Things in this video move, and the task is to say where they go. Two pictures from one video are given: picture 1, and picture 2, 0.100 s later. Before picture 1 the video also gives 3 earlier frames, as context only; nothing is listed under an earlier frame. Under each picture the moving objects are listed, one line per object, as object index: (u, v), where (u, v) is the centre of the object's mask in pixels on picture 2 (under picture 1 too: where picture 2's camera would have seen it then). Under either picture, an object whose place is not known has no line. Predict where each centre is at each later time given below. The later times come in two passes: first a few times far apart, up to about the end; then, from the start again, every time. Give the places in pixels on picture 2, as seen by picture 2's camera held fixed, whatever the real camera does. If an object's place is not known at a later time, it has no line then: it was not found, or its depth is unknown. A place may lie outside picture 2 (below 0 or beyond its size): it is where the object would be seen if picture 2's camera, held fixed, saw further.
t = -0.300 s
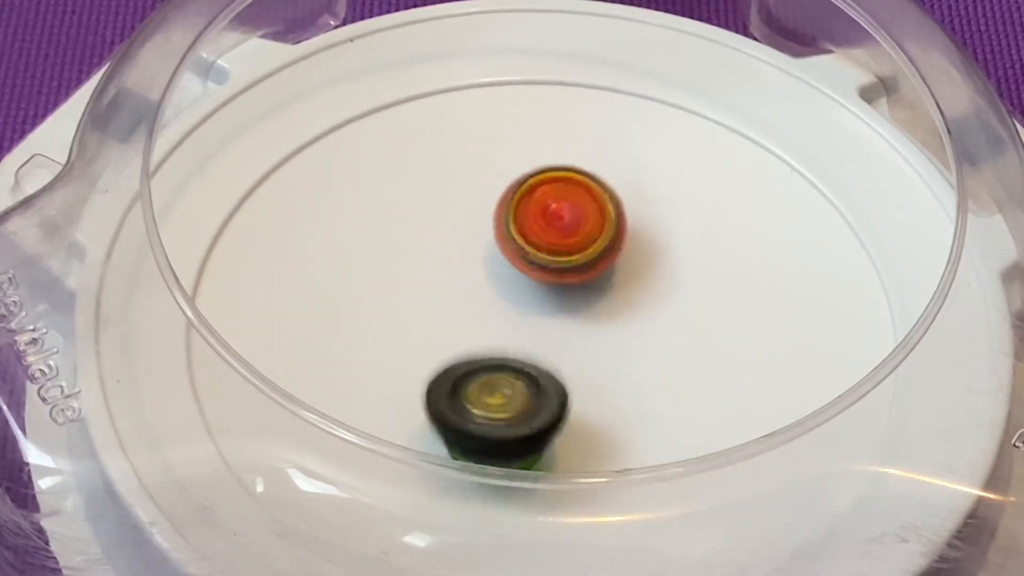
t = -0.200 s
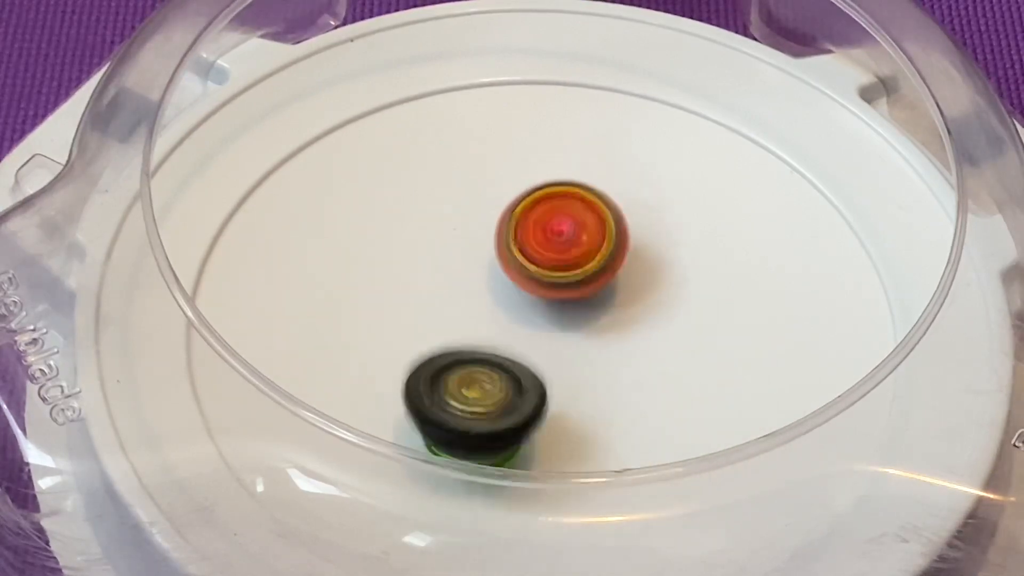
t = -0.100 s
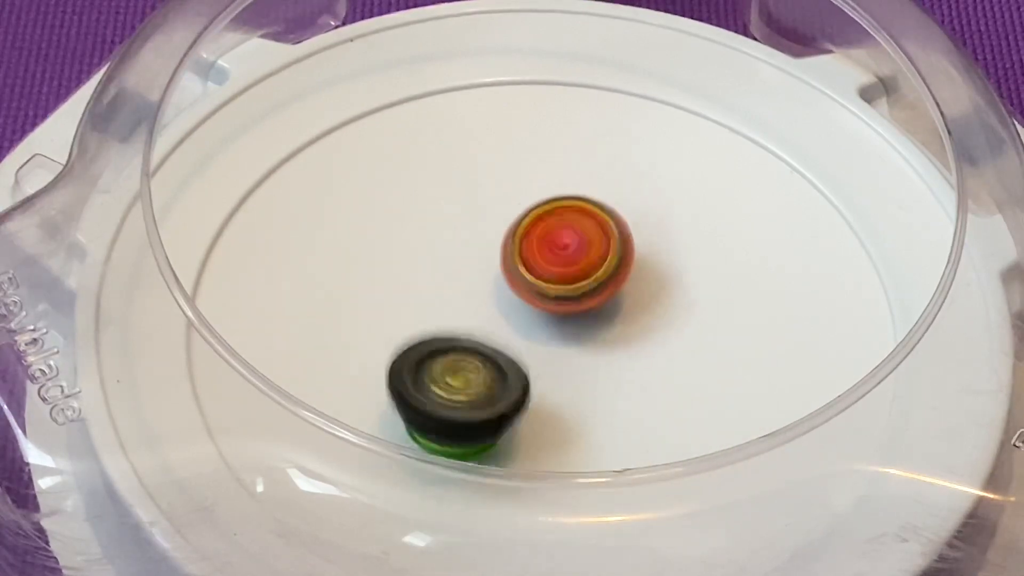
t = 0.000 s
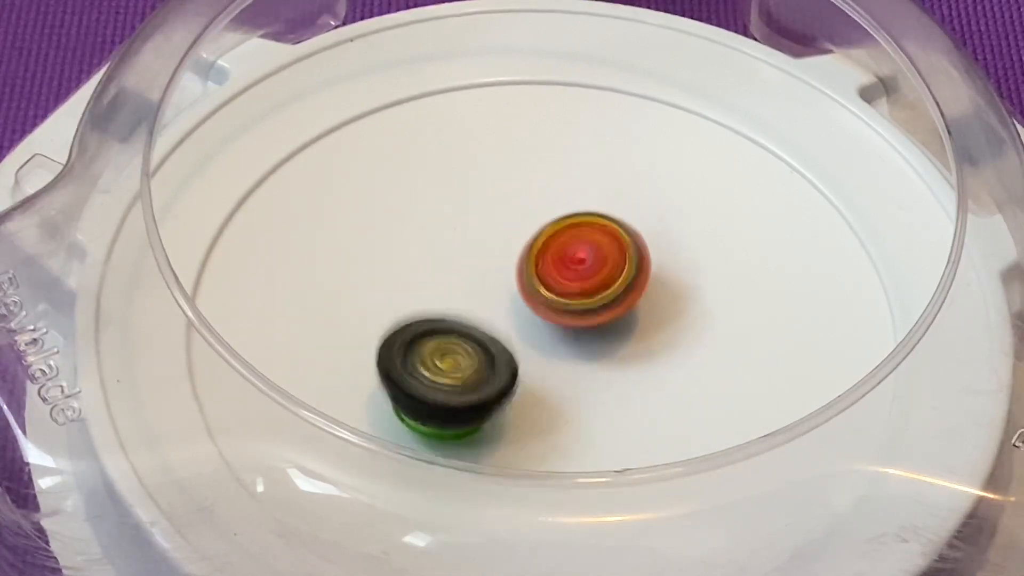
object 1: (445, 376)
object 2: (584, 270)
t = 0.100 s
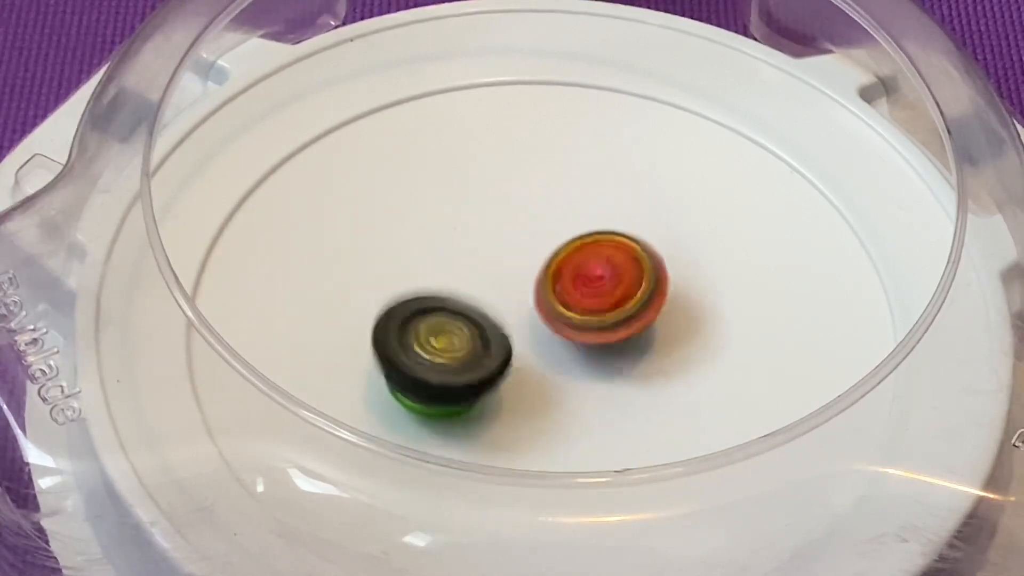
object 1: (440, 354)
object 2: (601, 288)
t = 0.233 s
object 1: (445, 324)
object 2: (616, 311)
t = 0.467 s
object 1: (474, 275)
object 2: (620, 344)
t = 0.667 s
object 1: (513, 248)
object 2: (599, 362)
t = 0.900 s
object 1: (572, 239)
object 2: (550, 371)
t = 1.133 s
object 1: (618, 258)
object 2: (505, 359)
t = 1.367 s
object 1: (641, 299)
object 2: (484, 336)
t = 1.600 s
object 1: (628, 347)
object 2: (491, 308)
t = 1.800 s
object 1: (603, 382)
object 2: (514, 281)
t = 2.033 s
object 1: (541, 393)
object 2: (547, 277)
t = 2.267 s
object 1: (481, 373)
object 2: (578, 294)
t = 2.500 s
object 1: (449, 326)
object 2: (600, 322)
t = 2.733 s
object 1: (445, 284)
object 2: (591, 345)
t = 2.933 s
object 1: (477, 259)
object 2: (564, 357)
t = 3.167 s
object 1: (537, 237)
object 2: (521, 368)
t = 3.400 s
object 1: (595, 229)
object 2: (496, 351)
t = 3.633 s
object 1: (639, 259)
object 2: (490, 316)
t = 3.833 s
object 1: (650, 302)
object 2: (502, 288)
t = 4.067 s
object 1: (631, 362)
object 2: (529, 268)
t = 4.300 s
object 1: (574, 398)
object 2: (559, 267)
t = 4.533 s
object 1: (500, 399)
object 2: (585, 296)
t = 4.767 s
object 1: (443, 365)
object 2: (586, 336)
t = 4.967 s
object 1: (431, 318)
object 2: (573, 365)
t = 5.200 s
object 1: (457, 262)
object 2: (536, 375)
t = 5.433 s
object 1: (523, 235)
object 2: (499, 357)
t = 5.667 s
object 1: (597, 245)
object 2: (482, 324)
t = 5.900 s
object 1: (649, 287)
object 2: (495, 291)
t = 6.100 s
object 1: (657, 336)
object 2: (525, 275)
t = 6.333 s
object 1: (616, 385)
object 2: (569, 278)
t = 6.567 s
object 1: (537, 397)
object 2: (603, 302)
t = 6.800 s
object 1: (462, 370)
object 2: (607, 335)
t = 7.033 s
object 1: (436, 315)
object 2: (576, 360)
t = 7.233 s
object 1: (457, 265)
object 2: (533, 365)
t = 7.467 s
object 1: (513, 234)
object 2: (491, 349)
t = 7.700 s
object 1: (587, 247)
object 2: (475, 316)
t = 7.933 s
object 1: (640, 289)
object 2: (495, 284)
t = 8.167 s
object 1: (647, 349)
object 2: (541, 275)
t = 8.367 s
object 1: (609, 390)
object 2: (582, 282)
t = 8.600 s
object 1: (535, 414)
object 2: (622, 300)
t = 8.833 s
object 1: (457, 387)
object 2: (618, 332)
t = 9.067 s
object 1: (432, 326)
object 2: (574, 352)
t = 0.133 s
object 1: (440, 346)
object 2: (606, 294)
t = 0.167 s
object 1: (441, 339)
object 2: (611, 299)
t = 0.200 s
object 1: (442, 331)
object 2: (614, 305)
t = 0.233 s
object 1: (445, 324)
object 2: (616, 311)
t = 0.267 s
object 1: (449, 316)
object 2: (619, 316)
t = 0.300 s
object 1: (451, 308)
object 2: (621, 321)
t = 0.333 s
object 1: (454, 301)
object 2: (622, 326)
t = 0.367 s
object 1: (459, 294)
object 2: (622, 331)
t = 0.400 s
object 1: (463, 287)
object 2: (622, 335)
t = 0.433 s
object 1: (468, 281)
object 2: (622, 340)
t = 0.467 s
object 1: (474, 275)
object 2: (620, 344)
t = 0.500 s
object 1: (480, 270)
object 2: (619, 347)
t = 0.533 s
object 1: (486, 264)
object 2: (616, 351)
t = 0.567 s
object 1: (492, 259)
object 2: (612, 354)
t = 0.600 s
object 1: (499, 255)
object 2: (609, 357)
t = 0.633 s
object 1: (506, 251)
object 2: (605, 360)
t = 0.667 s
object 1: (513, 248)
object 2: (599, 362)
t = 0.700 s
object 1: (522, 245)
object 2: (593, 364)
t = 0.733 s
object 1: (529, 242)
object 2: (588, 367)
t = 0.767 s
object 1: (538, 241)
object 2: (580, 368)
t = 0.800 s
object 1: (547, 239)
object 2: (573, 370)
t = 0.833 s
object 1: (554, 239)
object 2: (565, 371)
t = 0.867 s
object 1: (563, 238)
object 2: (557, 372)
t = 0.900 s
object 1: (572, 239)
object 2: (550, 371)
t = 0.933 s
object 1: (578, 240)
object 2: (542, 370)
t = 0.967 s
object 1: (586, 242)
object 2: (536, 369)
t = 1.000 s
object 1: (593, 244)
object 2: (529, 367)
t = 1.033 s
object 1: (600, 247)
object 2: (523, 364)
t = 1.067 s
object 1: (606, 250)
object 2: (516, 362)
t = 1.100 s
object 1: (612, 254)
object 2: (510, 361)
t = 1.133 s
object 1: (618, 258)
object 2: (505, 359)
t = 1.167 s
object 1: (622, 262)
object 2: (499, 356)
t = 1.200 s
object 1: (627, 268)
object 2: (494, 353)
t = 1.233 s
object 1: (632, 273)
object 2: (491, 350)
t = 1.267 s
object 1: (635, 279)
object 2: (488, 347)
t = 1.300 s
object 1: (638, 285)
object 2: (486, 343)
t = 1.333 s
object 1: (639, 292)
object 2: (484, 339)
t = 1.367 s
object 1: (641, 299)
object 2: (484, 336)
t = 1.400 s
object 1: (640, 307)
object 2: (483, 332)
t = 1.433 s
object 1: (640, 314)
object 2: (483, 327)
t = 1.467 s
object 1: (639, 320)
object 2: (483, 323)
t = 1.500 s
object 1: (637, 328)
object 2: (485, 320)
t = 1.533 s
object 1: (634, 335)
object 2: (486, 316)
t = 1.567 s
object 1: (631, 341)
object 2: (488, 312)
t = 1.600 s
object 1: (628, 347)
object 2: (491, 308)
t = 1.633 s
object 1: (623, 353)
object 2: (495, 304)
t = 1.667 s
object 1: (620, 359)
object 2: (499, 302)
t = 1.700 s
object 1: (614, 365)
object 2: (502, 299)
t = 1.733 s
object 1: (612, 371)
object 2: (505, 293)
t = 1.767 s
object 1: (607, 377)
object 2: (510, 286)
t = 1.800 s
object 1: (603, 382)
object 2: (514, 281)
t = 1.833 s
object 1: (596, 384)
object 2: (518, 278)
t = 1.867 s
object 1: (589, 388)
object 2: (523, 275)
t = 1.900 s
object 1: (580, 391)
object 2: (528, 273)
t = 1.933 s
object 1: (570, 393)
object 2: (534, 274)
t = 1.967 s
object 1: (561, 394)
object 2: (539, 275)
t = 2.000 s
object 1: (551, 395)
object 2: (543, 276)
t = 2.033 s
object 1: (541, 393)
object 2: (547, 277)
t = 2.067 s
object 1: (531, 394)
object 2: (551, 278)
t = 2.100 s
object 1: (523, 393)
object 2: (556, 280)
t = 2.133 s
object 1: (513, 390)
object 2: (560, 283)
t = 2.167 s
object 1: (504, 387)
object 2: (564, 285)
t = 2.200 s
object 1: (495, 383)
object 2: (568, 288)
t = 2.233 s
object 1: (487, 379)
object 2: (573, 291)
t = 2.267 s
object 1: (481, 373)
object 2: (578, 294)
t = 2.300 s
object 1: (473, 367)
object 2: (582, 299)
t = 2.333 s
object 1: (468, 360)
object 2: (586, 303)
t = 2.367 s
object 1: (464, 353)
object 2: (589, 307)
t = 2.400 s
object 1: (460, 347)
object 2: (592, 310)
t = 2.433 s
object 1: (456, 340)
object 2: (596, 313)
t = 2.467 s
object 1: (452, 333)
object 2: (598, 318)
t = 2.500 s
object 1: (449, 326)
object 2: (600, 322)
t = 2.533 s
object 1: (447, 321)
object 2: (600, 325)
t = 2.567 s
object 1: (444, 314)
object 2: (600, 329)
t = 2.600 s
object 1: (442, 308)
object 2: (600, 333)
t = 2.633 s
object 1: (442, 302)
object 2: (599, 336)
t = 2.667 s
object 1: (443, 296)
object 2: (597, 339)
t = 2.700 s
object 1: (444, 290)
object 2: (594, 342)
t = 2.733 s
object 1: (445, 284)
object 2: (591, 345)
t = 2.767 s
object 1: (448, 279)
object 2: (587, 348)
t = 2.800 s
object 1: (453, 274)
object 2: (584, 350)
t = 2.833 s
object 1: (459, 270)
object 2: (580, 351)
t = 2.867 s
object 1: (464, 266)
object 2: (575, 353)
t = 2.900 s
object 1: (471, 262)
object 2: (570, 355)
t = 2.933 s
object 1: (477, 259)
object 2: (564, 357)
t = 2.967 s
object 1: (486, 256)
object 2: (558, 357)
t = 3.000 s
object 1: (494, 255)
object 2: (552, 358)
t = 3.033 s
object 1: (502, 253)
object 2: (546, 359)
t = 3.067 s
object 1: (510, 252)
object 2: (539, 359)
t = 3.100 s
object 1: (520, 247)
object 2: (534, 361)
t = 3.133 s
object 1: (530, 241)
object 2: (527, 366)
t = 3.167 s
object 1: (537, 237)
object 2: (521, 368)
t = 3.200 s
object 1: (544, 233)
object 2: (515, 368)
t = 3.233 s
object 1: (553, 231)
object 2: (511, 368)
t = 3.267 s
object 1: (562, 229)
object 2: (507, 366)
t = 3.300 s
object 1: (571, 227)
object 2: (504, 364)
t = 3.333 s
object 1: (579, 228)
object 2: (501, 360)
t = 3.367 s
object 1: (587, 228)
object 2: (498, 356)
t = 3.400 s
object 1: (595, 229)
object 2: (496, 351)
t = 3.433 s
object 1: (604, 231)
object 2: (494, 347)
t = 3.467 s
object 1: (612, 233)
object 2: (492, 341)
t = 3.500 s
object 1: (619, 238)
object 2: (491, 336)
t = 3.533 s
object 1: (624, 242)
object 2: (490, 331)
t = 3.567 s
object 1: (630, 247)
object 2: (490, 326)
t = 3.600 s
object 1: (635, 253)
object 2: (490, 321)
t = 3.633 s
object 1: (639, 259)
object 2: (490, 316)
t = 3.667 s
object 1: (643, 266)
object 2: (490, 311)
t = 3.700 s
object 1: (646, 273)
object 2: (491, 306)
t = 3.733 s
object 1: (648, 280)
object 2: (493, 301)
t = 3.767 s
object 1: (650, 287)
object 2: (495, 296)
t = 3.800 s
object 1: (650, 295)
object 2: (498, 292)
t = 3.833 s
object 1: (650, 302)
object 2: (502, 288)
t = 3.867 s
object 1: (648, 311)
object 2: (506, 285)
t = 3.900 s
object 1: (645, 319)
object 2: (511, 283)
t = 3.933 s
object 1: (643, 327)
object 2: (515, 281)
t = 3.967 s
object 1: (639, 335)
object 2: (520, 279)
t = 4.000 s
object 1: (636, 343)
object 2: (524, 277)
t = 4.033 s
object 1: (634, 353)
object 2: (526, 272)
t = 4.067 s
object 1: (631, 362)
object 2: (529, 268)
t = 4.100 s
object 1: (626, 369)
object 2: (532, 266)
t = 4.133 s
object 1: (619, 375)
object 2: (537, 264)
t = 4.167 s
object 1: (612, 381)
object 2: (541, 264)
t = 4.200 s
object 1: (604, 387)
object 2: (545, 263)
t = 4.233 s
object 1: (594, 392)
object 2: (550, 264)
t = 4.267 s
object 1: (584, 395)
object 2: (554, 265)
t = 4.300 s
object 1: (574, 398)
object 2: (559, 267)
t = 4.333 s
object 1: (564, 401)
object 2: (563, 269)
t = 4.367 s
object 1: (553, 403)
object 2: (568, 273)
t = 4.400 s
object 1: (543, 403)
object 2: (572, 276)
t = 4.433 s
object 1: (533, 403)
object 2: (576, 280)
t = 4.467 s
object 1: (523, 403)
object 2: (580, 285)
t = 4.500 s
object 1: (511, 402)
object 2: (583, 290)
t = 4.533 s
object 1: (500, 399)
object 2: (585, 296)
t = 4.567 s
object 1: (489, 397)
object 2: (587, 301)
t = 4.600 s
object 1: (479, 392)
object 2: (589, 307)
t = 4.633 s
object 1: (471, 388)
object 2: (590, 313)
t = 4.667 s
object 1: (463, 383)
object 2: (590, 319)
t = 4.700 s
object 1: (455, 377)
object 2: (590, 324)
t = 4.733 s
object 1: (449, 372)
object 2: (588, 330)
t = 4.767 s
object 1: (443, 365)
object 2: (586, 336)
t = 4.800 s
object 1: (439, 358)
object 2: (584, 341)
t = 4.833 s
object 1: (437, 351)
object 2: (582, 346)
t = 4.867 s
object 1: (435, 344)
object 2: (579, 350)
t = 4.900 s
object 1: (435, 336)
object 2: (576, 355)
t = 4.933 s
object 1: (434, 327)
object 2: (575, 359)
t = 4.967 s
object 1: (431, 318)
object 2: (573, 365)
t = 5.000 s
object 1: (430, 310)
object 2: (569, 369)
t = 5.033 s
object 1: (431, 301)
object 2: (564, 372)
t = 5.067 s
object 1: (434, 292)
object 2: (559, 374)
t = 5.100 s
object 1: (438, 284)
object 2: (553, 375)
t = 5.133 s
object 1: (443, 276)
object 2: (548, 376)
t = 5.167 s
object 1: (450, 269)
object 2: (541, 376)
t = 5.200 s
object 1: (457, 262)
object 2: (536, 375)
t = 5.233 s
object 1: (464, 256)
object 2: (529, 374)
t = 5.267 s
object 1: (473, 250)
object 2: (523, 372)
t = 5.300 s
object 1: (482, 246)
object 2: (518, 370)
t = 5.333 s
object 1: (491, 242)
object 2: (512, 367)
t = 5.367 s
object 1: (501, 238)
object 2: (507, 364)
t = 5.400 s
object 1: (512, 236)
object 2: (503, 361)
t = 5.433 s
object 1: (523, 235)
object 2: (499, 357)
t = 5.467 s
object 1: (534, 235)
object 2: (495, 353)
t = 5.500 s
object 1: (544, 236)
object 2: (492, 348)
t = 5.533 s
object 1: (555, 237)
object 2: (489, 344)
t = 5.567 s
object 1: (565, 238)
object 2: (486, 339)
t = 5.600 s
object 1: (576, 240)
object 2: (485, 334)
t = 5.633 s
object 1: (587, 243)
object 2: (483, 329)
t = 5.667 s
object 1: (597, 245)
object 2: (482, 324)
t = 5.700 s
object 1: (607, 250)
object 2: (482, 319)
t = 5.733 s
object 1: (616, 255)
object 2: (483, 313)
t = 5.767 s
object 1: (624, 261)
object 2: (484, 309)
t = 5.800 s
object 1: (632, 267)
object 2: (486, 304)
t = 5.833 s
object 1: (638, 274)
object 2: (488, 299)
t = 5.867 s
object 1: (644, 280)
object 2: (491, 295)
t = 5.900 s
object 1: (649, 287)
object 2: (495, 291)
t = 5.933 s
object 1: (654, 295)
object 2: (499, 287)
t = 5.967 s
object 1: (657, 302)
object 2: (503, 284)
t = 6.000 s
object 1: (659, 310)
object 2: (508, 281)
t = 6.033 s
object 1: (660, 319)
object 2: (513, 278)
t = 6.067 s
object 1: (660, 328)
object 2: (519, 276)
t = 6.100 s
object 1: (657, 336)
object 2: (525, 275)
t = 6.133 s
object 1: (654, 345)
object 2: (531, 274)
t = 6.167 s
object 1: (650, 353)
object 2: (538, 274)
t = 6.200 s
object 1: (645, 360)
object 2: (544, 274)
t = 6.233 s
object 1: (639, 367)
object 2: (550, 274)
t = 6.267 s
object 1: (633, 374)
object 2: (557, 275)
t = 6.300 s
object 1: (625, 381)
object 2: (563, 277)
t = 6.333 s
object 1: (616, 385)
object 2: (569, 278)
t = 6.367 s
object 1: (606, 388)
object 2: (574, 280)
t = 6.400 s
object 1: (596, 391)
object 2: (580, 283)
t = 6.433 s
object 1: (584, 395)
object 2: (586, 286)
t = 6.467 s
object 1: (573, 397)
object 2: (591, 289)
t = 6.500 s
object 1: (561, 398)
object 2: (596, 293)
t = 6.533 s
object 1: (549, 398)
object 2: (600, 297)
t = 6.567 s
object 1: (537, 397)
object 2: (603, 302)
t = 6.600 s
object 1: (524, 396)
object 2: (606, 306)
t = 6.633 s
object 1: (512, 394)
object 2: (608, 311)
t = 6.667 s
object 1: (501, 390)
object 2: (609, 316)
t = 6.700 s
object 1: (490, 386)
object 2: (609, 322)
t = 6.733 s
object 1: (480, 382)
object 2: (609, 326)
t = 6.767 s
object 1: (471, 376)
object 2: (608, 331)
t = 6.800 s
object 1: (462, 370)
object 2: (607, 335)
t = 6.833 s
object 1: (455, 363)
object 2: (604, 339)
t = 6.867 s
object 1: (449, 356)
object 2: (601, 343)
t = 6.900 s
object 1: (443, 349)
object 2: (597, 347)
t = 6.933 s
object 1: (440, 341)
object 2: (593, 351)
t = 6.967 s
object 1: (438, 333)
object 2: (588, 354)
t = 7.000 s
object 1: (436, 323)
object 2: (582, 357)
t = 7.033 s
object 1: (436, 315)
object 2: (576, 360)
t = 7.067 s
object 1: (437, 306)
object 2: (569, 362)
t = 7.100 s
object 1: (439, 297)
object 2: (562, 364)
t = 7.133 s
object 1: (441, 288)
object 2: (555, 365)
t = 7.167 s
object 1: (445, 280)
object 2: (547, 366)
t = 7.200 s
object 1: (451, 272)
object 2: (540, 366)
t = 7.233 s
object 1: (457, 265)
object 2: (533, 365)
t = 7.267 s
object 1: (463, 258)
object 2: (526, 364)
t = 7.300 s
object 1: (470, 252)
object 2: (519, 363)
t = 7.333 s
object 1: (478, 247)
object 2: (513, 361)
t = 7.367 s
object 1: (486, 242)
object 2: (506, 358)
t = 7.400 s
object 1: (494, 238)
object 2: (501, 356)
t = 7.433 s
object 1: (503, 236)
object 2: (496, 352)
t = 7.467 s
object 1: (513, 234)
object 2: (491, 349)
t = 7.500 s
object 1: (523, 234)
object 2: (487, 345)
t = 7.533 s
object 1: (533, 235)
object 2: (484, 341)
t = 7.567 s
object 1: (543, 236)
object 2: (481, 336)
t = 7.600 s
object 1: (554, 238)
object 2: (478, 331)
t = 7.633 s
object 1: (565, 240)
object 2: (476, 327)
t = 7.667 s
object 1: (576, 243)
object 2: (475, 322)
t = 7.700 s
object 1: (587, 247)
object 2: (475, 316)
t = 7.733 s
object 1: (596, 250)
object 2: (476, 311)
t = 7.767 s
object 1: (605, 255)
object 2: (477, 306)
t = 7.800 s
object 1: (613, 261)
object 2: (480, 301)
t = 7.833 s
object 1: (621, 267)
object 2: (483, 296)
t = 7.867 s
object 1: (628, 274)
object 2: (486, 292)
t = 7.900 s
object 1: (635, 282)
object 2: (491, 288)
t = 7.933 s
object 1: (640, 289)
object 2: (495, 284)
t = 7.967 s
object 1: (644, 297)
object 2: (500, 281)
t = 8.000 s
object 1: (647, 306)
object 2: (505, 279)
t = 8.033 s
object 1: (650, 314)
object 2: (512, 277)
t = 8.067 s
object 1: (651, 323)
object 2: (519, 276)
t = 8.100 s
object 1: (651, 332)
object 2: (526, 275)
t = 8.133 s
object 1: (649, 341)
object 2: (534, 275)
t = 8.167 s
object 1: (647, 349)
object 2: (541, 275)
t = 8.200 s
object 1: (644, 358)
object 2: (549, 275)
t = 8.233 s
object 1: (639, 364)
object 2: (556, 276)
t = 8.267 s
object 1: (633, 372)
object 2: (562, 277)
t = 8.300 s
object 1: (626, 378)
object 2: (568, 279)
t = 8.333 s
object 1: (618, 382)
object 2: (575, 281)
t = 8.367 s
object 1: (609, 390)
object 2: (582, 282)
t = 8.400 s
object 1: (600, 397)
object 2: (591, 282)
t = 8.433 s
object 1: (592, 404)
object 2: (598, 284)
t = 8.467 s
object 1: (581, 410)
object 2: (604, 286)
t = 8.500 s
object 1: (570, 413)
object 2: (610, 289)
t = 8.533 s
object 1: (558, 414)
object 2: (615, 292)
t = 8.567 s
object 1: (547, 415)
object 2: (619, 296)
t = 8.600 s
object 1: (535, 414)
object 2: (622, 300)
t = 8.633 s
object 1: (522, 413)
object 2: (625, 305)
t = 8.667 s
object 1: (510, 411)
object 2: (626, 309)
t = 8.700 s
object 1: (498, 408)
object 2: (627, 313)
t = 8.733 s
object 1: (487, 404)
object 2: (627, 318)
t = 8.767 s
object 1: (476, 401)
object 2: (625, 322)
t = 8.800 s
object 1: (466, 394)
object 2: (622, 328)
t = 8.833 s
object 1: (457, 387)
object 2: (618, 332)
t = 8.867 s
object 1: (450, 380)
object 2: (614, 336)
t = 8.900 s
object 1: (444, 372)
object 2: (609, 340)
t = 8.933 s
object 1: (438, 363)
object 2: (604, 344)
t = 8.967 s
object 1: (435, 354)
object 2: (598, 346)
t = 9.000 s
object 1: (432, 345)
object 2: (590, 349)
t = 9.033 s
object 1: (431, 336)
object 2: (582, 351)
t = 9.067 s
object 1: (432, 326)
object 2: (574, 352)
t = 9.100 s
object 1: (430, 316)
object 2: (570, 355)
